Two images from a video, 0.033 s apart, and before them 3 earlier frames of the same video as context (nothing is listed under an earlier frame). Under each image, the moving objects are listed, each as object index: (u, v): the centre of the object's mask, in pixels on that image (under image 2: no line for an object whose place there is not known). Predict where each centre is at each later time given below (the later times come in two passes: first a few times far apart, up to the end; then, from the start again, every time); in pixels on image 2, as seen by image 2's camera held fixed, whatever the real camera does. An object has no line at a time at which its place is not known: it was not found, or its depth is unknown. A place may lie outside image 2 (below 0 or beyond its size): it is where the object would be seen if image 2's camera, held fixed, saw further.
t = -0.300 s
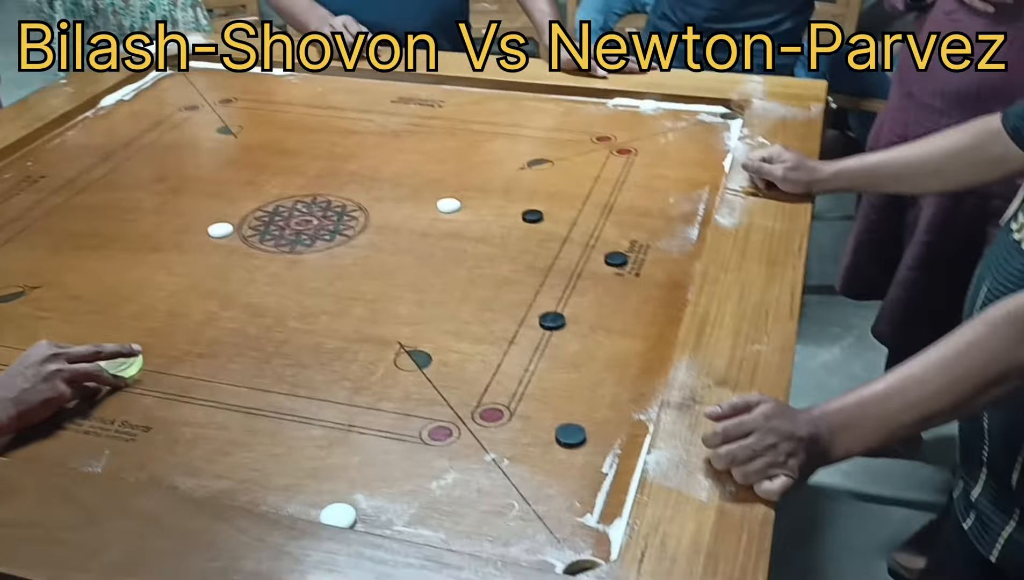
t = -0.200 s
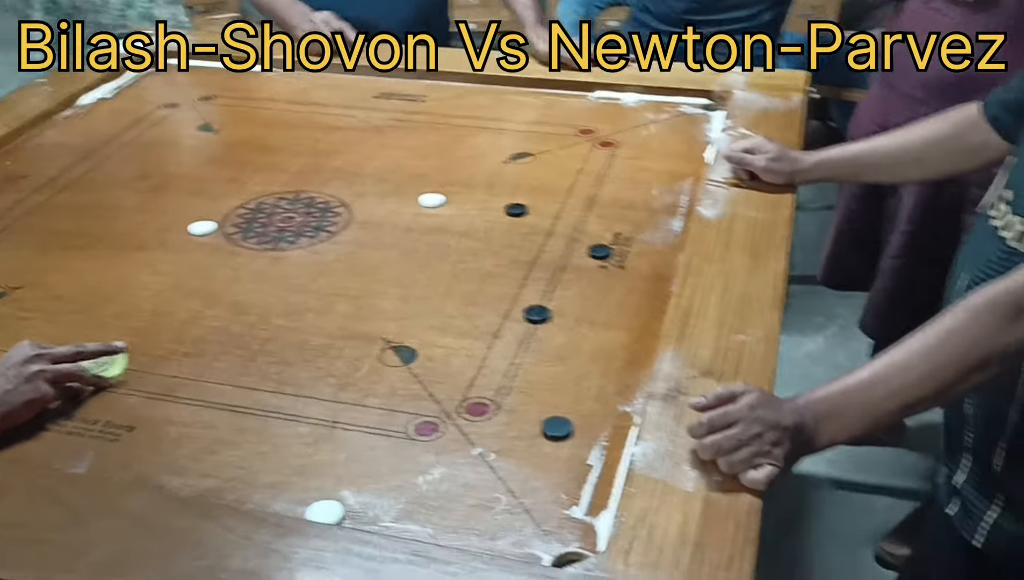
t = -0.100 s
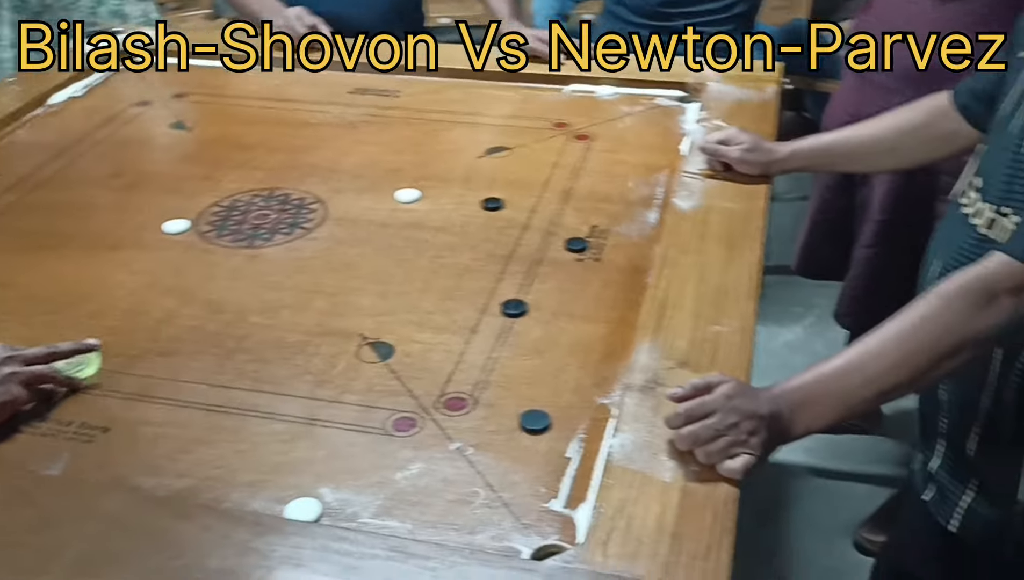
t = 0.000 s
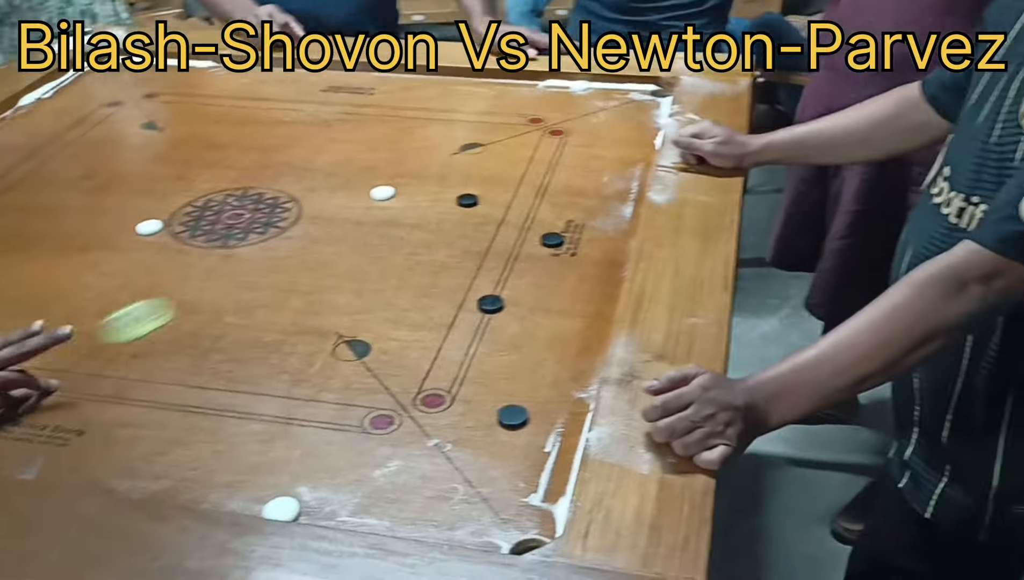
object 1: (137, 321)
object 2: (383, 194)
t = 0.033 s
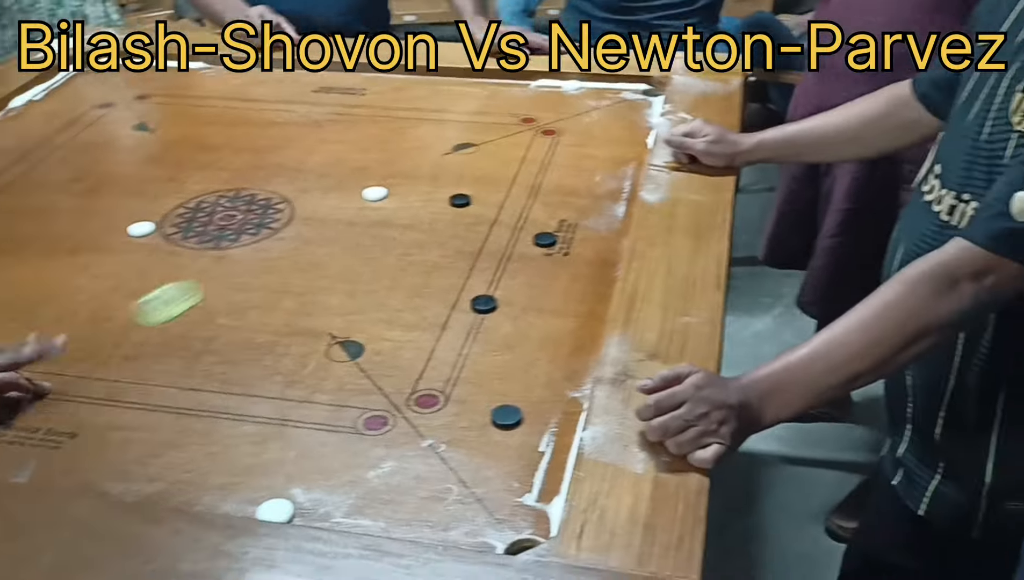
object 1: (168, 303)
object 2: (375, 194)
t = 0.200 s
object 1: (320, 222)
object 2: (375, 194)
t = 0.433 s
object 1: (420, 164)
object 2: (550, 116)
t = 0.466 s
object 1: (429, 158)
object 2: (573, 106)
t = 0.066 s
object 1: (202, 285)
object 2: (375, 194)
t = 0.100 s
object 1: (235, 267)
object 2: (375, 194)
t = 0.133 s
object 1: (265, 251)
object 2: (375, 194)
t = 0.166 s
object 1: (293, 236)
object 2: (375, 194)
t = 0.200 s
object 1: (320, 222)
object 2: (375, 194)
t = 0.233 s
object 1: (343, 209)
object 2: (376, 193)
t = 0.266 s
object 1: (359, 200)
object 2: (402, 182)
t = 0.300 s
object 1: (373, 191)
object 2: (437, 166)
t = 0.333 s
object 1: (386, 184)
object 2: (469, 153)
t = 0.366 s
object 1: (398, 177)
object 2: (498, 140)
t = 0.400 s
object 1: (410, 170)
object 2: (525, 127)
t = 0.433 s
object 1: (420, 164)
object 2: (550, 116)
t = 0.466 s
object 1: (429, 158)
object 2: (573, 106)
